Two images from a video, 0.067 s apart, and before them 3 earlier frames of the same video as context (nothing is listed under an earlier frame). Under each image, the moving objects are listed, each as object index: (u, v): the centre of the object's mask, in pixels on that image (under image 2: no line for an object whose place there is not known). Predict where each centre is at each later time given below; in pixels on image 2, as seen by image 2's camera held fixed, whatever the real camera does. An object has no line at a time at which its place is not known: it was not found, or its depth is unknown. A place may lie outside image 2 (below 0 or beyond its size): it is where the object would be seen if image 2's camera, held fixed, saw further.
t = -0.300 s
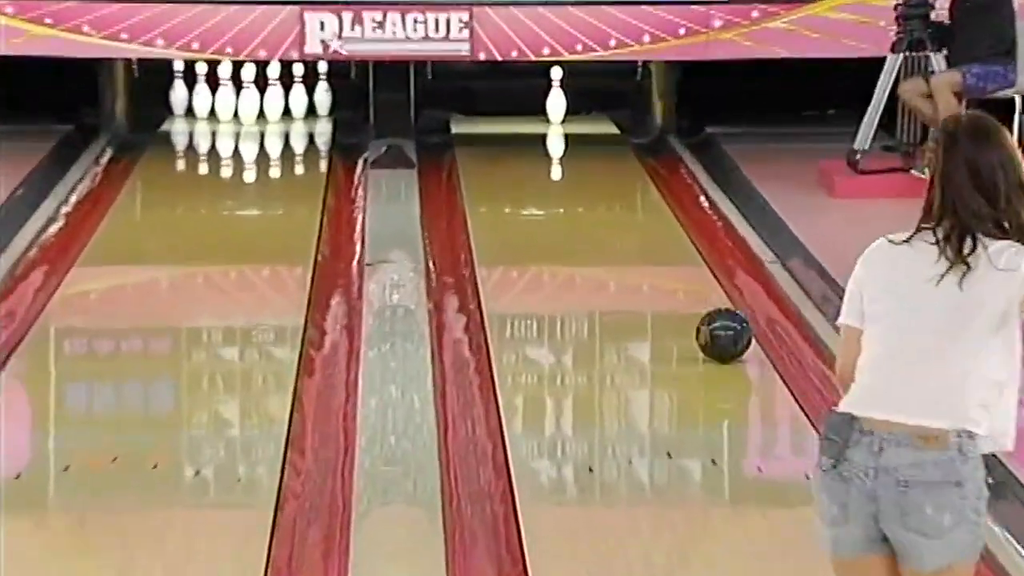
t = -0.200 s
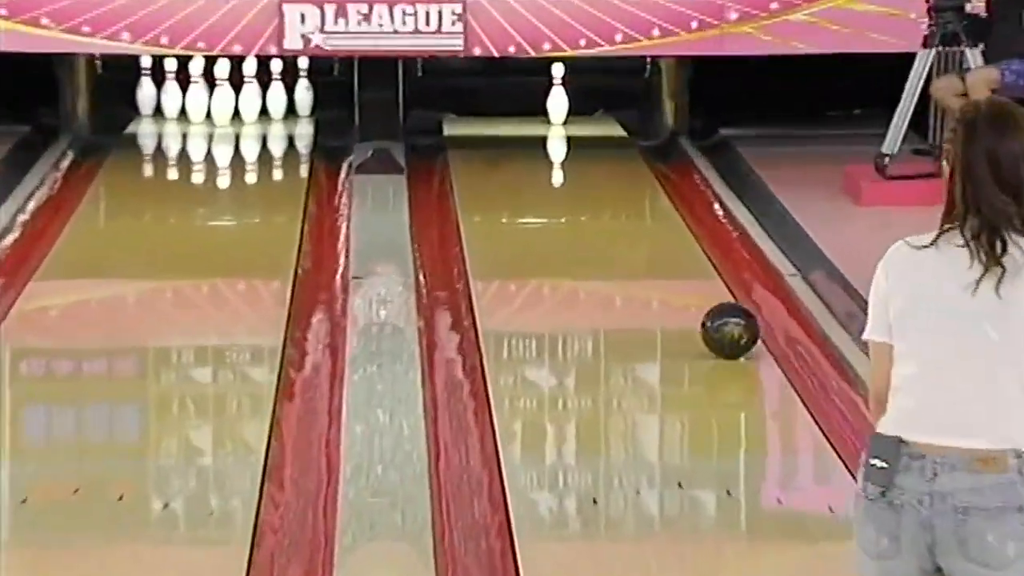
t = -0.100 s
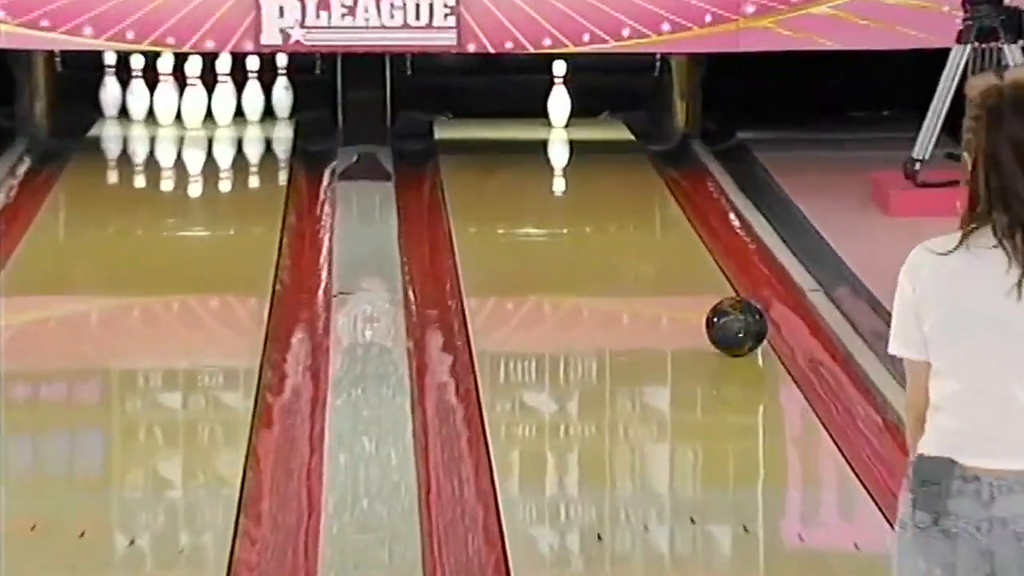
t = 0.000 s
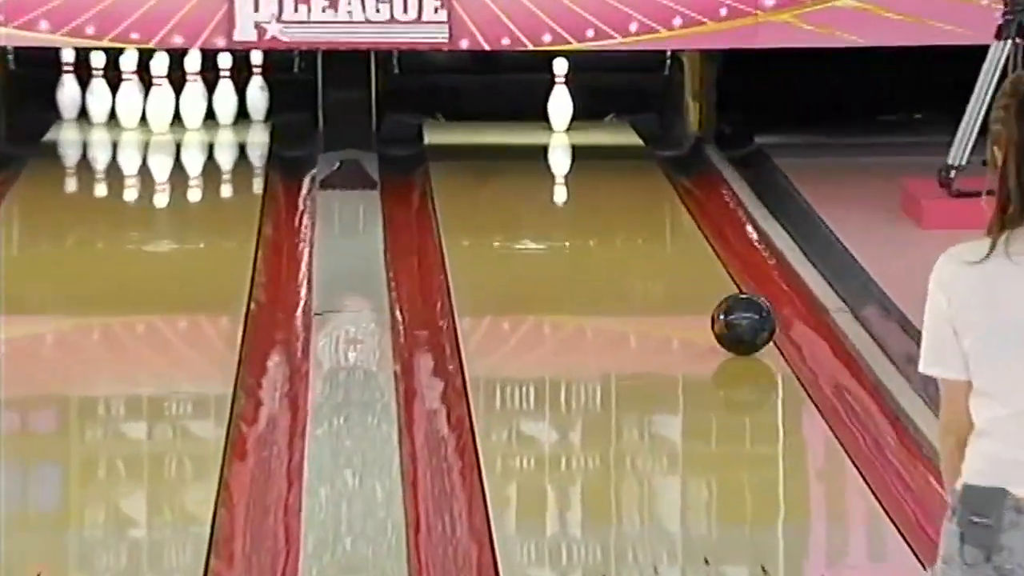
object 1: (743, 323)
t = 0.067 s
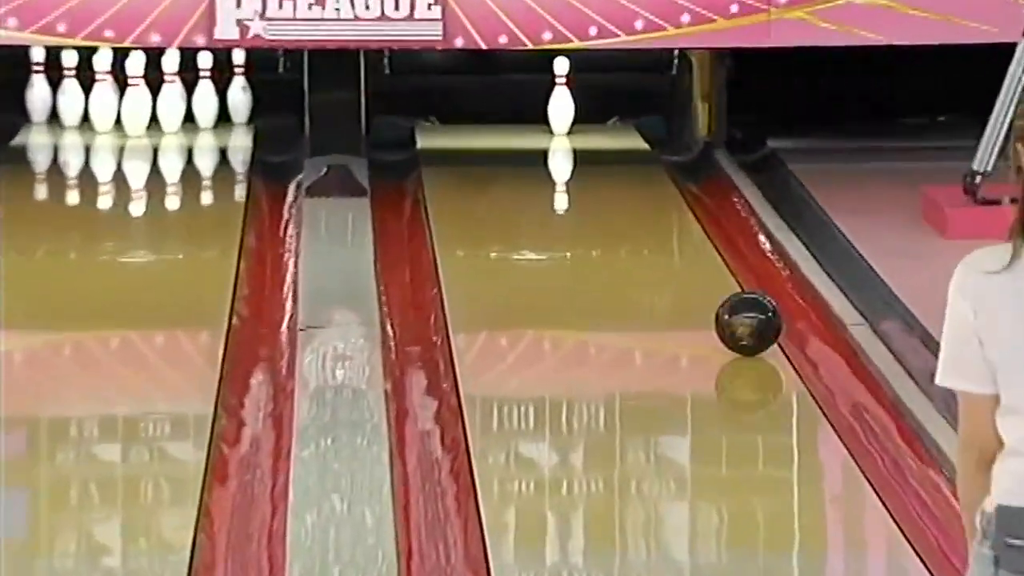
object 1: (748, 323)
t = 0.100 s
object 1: (744, 315)
